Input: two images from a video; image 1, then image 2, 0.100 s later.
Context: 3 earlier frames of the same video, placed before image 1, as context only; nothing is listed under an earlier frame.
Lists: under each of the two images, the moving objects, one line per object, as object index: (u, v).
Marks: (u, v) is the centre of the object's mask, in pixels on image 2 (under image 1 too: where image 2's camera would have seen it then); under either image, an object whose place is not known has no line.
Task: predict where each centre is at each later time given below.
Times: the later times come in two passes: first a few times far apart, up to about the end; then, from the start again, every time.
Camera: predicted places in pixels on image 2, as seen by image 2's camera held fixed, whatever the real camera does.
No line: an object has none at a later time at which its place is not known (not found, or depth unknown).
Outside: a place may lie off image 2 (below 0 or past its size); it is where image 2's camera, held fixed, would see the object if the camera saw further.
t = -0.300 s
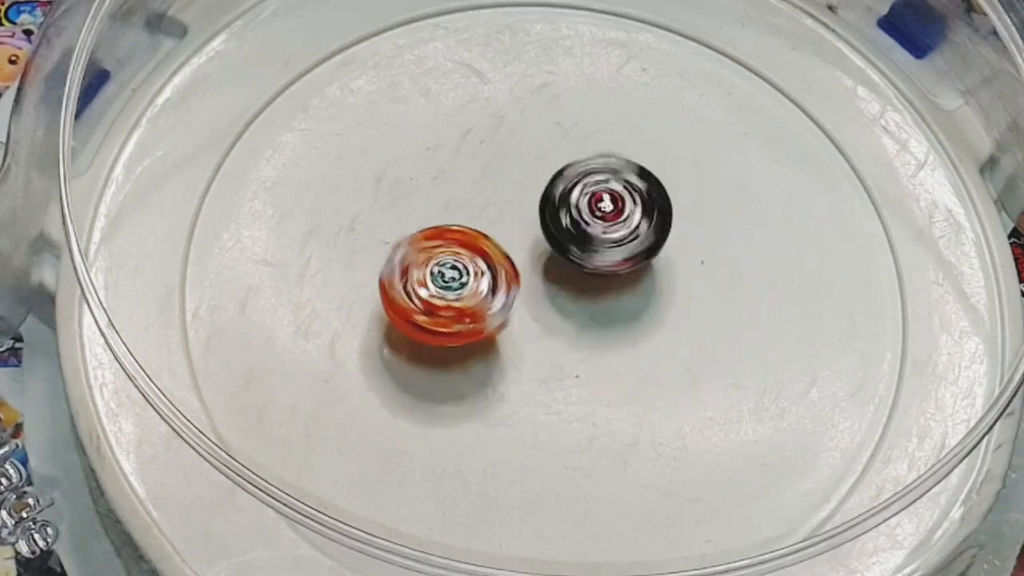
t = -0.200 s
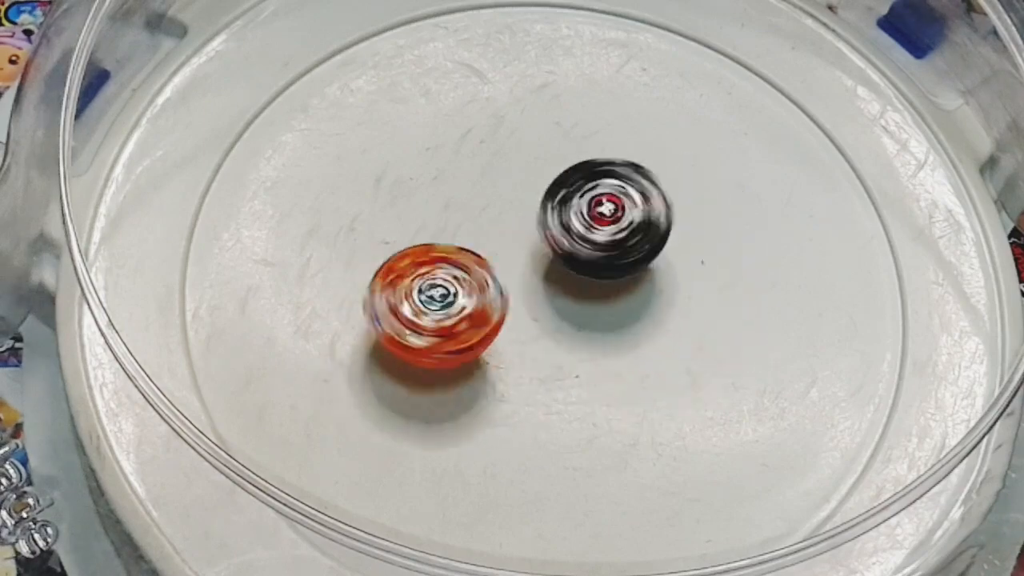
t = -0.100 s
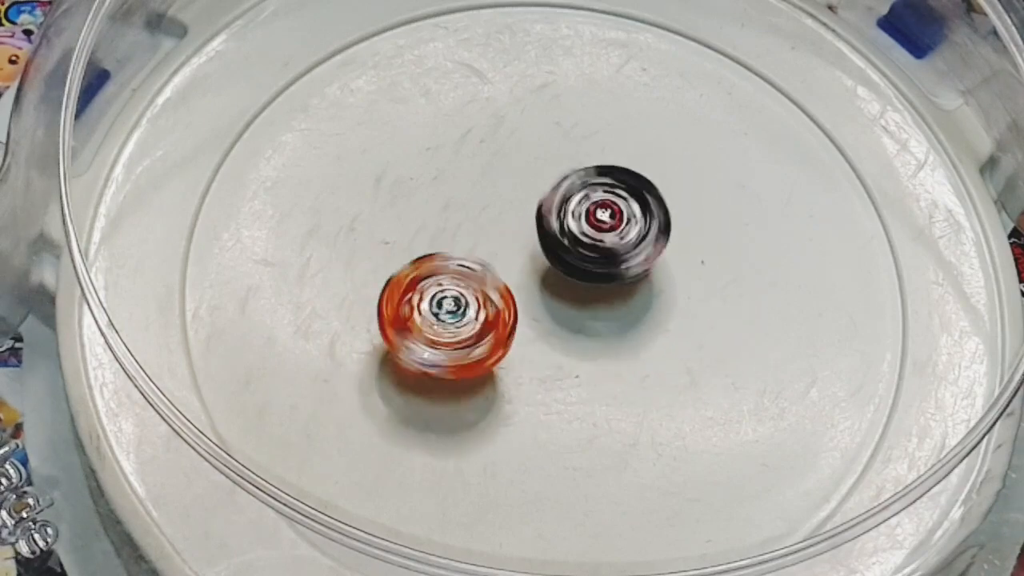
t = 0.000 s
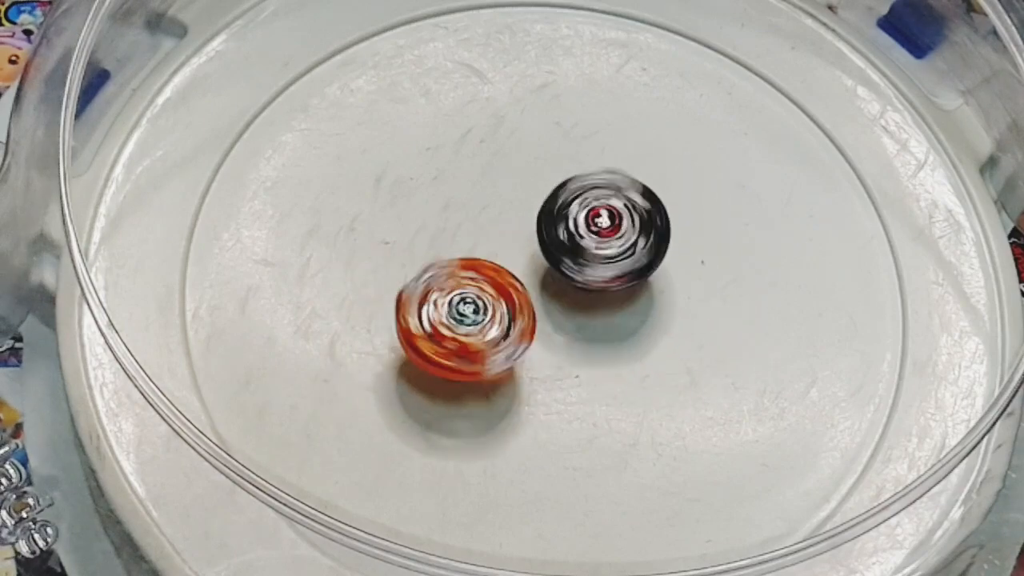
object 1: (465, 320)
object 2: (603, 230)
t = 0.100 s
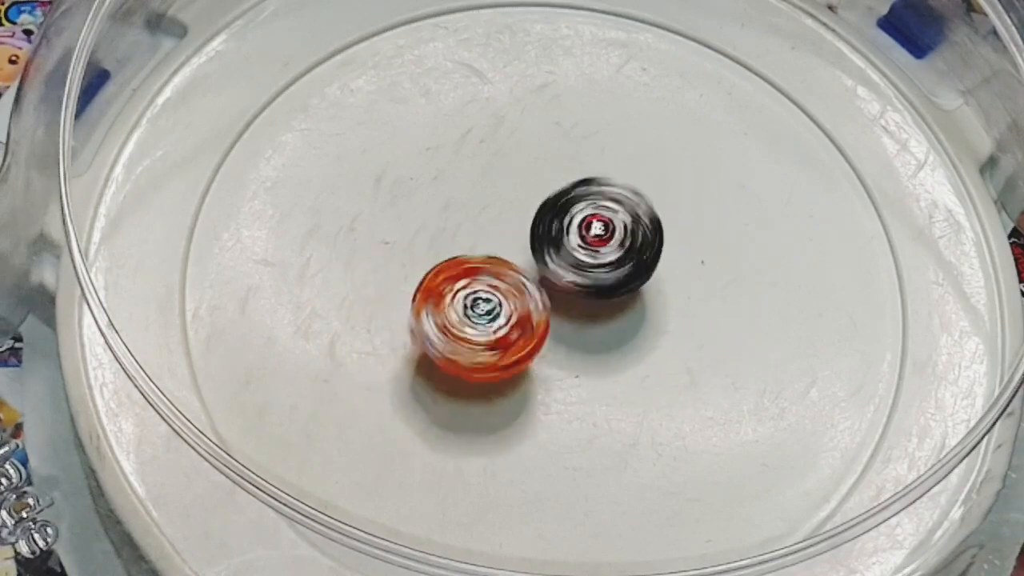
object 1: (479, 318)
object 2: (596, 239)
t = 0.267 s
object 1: (471, 319)
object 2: (643, 240)
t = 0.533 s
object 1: (485, 309)
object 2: (597, 224)
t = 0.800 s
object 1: (470, 295)
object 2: (603, 243)
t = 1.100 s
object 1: (413, 272)
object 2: (676, 222)
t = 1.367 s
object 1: (433, 301)
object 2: (679, 190)
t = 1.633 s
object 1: (438, 283)
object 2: (616, 216)
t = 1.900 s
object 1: (433, 218)
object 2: (678, 283)
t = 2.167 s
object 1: (442, 224)
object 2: (658, 267)
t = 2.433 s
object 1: (445, 224)
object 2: (657, 263)
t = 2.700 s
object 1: (444, 226)
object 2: (656, 264)
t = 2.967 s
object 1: (445, 225)
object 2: (655, 260)
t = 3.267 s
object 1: (447, 227)
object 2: (654, 260)
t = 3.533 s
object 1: (446, 226)
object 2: (654, 256)
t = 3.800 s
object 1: (450, 226)
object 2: (653, 257)
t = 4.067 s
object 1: (449, 228)
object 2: (654, 253)
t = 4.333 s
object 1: (450, 226)
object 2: (654, 254)
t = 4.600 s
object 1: (453, 229)
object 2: (656, 251)
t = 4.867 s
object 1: (452, 229)
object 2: (655, 253)
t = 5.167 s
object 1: (456, 229)
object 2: (658, 251)
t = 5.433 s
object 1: (456, 230)
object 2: (654, 254)
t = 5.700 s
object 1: (458, 228)
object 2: (655, 253)
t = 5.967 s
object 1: (460, 231)
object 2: (651, 254)
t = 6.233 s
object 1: (460, 230)
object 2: (652, 255)
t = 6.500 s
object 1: (464, 231)
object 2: (647, 256)
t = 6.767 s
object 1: (463, 232)
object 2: (648, 257)
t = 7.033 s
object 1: (465, 230)
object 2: (643, 259)
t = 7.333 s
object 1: (467, 233)
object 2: (645, 261)
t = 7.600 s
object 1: (468, 232)
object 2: (640, 261)
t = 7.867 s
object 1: (472, 232)
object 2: (641, 263)
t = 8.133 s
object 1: (472, 233)
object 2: (636, 263)
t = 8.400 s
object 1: (461, 212)
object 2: (649, 287)
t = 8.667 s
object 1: (350, 144)
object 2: (616, 472)
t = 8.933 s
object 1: (439, 150)
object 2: (415, 368)
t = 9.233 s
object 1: (522, 114)
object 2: (498, 275)
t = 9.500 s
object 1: (614, 128)
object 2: (527, 364)
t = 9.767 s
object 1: (699, 246)
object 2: (568, 326)
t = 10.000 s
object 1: (707, 300)
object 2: (467, 310)
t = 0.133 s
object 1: (485, 315)
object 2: (599, 244)
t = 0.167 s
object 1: (479, 317)
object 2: (608, 241)
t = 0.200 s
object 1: (472, 318)
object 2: (625, 242)
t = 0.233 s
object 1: (471, 319)
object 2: (635, 239)
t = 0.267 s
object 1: (471, 319)
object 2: (643, 240)
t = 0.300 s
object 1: (473, 320)
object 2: (642, 240)
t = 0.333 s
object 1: (475, 319)
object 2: (639, 243)
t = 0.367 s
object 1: (477, 318)
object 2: (629, 242)
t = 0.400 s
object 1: (480, 317)
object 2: (620, 243)
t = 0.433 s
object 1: (484, 316)
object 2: (607, 241)
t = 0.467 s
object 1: (487, 313)
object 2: (599, 237)
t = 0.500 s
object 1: (487, 311)
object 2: (595, 231)
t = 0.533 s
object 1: (485, 309)
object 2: (597, 224)
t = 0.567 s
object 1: (484, 305)
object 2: (601, 222)
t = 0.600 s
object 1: (484, 302)
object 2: (598, 230)
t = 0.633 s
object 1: (479, 301)
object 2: (599, 237)
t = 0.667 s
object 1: (472, 303)
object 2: (606, 243)
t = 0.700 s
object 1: (470, 302)
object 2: (607, 243)
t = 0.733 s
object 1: (470, 300)
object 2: (610, 244)
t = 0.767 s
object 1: (469, 298)
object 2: (607, 246)
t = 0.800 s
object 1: (470, 295)
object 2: (603, 243)
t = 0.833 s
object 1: (470, 294)
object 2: (603, 241)
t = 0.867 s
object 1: (473, 293)
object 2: (599, 239)
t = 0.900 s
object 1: (474, 290)
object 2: (598, 235)
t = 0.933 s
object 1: (474, 287)
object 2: (604, 231)
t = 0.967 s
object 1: (474, 284)
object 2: (603, 231)
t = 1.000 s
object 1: (475, 280)
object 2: (604, 228)
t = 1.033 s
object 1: (478, 279)
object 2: (607, 228)
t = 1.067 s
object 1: (447, 274)
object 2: (640, 227)
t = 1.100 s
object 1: (413, 272)
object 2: (676, 222)
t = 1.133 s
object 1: (394, 270)
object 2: (701, 220)
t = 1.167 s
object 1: (385, 267)
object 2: (717, 218)
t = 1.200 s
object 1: (382, 267)
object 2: (721, 214)
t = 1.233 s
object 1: (390, 271)
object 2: (719, 211)
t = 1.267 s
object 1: (402, 276)
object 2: (712, 207)
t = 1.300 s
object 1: (410, 283)
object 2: (700, 199)
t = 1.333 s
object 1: (422, 292)
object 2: (689, 192)
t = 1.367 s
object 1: (433, 301)
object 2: (679, 190)
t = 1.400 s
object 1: (436, 306)
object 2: (666, 192)
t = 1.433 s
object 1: (439, 314)
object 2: (654, 193)
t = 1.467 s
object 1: (441, 315)
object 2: (642, 194)
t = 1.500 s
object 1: (436, 312)
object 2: (633, 196)
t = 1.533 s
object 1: (434, 309)
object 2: (627, 199)
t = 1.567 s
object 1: (435, 304)
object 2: (622, 204)
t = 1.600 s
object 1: (432, 293)
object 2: (618, 210)
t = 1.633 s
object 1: (438, 283)
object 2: (616, 216)
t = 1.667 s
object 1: (451, 267)
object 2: (615, 220)
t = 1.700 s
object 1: (461, 256)
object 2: (613, 229)
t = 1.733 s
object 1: (469, 243)
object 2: (617, 243)
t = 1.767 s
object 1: (447, 228)
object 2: (644, 255)
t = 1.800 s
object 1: (435, 222)
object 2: (663, 267)
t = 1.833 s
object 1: (433, 218)
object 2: (673, 276)
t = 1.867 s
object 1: (431, 216)
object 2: (678, 281)
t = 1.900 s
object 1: (433, 218)
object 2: (678, 283)
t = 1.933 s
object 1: (435, 217)
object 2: (676, 282)
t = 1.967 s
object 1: (435, 221)
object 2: (672, 280)
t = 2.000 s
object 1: (440, 222)
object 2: (667, 275)
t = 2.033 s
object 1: (441, 223)
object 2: (662, 270)
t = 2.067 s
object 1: (443, 224)
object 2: (661, 266)
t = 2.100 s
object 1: (442, 225)
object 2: (660, 266)
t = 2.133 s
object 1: (442, 225)
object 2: (659, 267)
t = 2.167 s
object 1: (442, 224)
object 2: (658, 267)
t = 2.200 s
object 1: (442, 224)
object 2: (658, 266)
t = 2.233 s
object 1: (442, 224)
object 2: (657, 266)
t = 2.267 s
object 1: (443, 224)
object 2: (657, 265)
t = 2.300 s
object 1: (443, 223)
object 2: (656, 264)
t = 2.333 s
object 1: (443, 223)
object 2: (656, 264)
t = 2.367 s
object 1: (444, 223)
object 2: (656, 264)
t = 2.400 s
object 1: (444, 223)
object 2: (656, 263)
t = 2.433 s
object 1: (445, 224)
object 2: (657, 263)
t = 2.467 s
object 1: (445, 224)
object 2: (657, 262)
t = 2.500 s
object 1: (445, 225)
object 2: (658, 262)
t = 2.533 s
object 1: (445, 225)
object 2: (658, 262)
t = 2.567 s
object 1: (445, 225)
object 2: (659, 263)
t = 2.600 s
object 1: (445, 226)
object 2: (658, 263)
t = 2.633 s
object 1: (445, 226)
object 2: (658, 264)
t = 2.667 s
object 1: (445, 225)
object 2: (657, 264)
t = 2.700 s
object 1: (444, 226)
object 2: (656, 264)
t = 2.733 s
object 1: (445, 226)
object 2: (656, 263)
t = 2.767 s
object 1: (444, 226)
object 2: (655, 263)
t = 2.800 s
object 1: (444, 226)
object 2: (655, 262)
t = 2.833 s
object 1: (444, 225)
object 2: (654, 262)
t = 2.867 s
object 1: (444, 225)
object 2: (654, 261)
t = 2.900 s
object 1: (444, 225)
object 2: (654, 261)
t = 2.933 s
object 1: (445, 224)
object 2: (655, 260)
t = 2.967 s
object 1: (445, 225)
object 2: (655, 260)
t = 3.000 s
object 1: (445, 224)
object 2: (655, 260)
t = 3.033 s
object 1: (446, 224)
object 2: (656, 259)
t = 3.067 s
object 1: (447, 224)
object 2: (657, 260)
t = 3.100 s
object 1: (447, 225)
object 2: (657, 260)
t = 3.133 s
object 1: (448, 225)
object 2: (657, 260)
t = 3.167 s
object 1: (448, 225)
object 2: (656, 261)
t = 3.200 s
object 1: (447, 226)
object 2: (655, 261)
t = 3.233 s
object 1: (447, 226)
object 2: (654, 261)
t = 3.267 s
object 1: (447, 227)
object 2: (654, 260)
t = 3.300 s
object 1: (447, 227)
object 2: (654, 260)
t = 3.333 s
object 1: (447, 226)
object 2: (653, 259)
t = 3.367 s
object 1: (447, 226)
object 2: (653, 258)
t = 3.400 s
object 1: (447, 226)
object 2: (653, 258)
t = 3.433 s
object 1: (447, 226)
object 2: (653, 258)
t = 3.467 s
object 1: (446, 226)
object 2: (654, 257)
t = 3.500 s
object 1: (446, 226)
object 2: (654, 257)
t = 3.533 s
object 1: (446, 226)
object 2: (654, 256)
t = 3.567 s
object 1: (446, 225)
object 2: (656, 257)
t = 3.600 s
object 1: (447, 225)
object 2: (656, 257)
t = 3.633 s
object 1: (447, 225)
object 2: (656, 257)
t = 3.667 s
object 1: (448, 225)
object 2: (656, 258)
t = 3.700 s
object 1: (448, 225)
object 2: (655, 258)
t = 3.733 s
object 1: (449, 225)
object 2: (655, 258)
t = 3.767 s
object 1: (449, 225)
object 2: (654, 258)
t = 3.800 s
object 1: (450, 226)
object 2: (653, 257)
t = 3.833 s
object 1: (450, 227)
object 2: (653, 256)
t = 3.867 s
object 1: (450, 227)
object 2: (653, 256)
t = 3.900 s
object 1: (450, 227)
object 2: (653, 255)
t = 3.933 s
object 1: (450, 228)
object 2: (653, 255)
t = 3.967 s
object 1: (450, 228)
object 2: (653, 255)
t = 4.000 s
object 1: (449, 228)
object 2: (654, 254)
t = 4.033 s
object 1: (449, 228)
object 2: (654, 254)
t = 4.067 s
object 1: (449, 228)
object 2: (654, 253)
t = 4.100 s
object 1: (449, 227)
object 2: (656, 254)
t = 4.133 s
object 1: (449, 228)
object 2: (656, 254)
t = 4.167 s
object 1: (449, 228)
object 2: (656, 255)
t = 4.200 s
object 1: (448, 227)
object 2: (656, 255)
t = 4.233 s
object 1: (449, 227)
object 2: (655, 255)
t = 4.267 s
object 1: (450, 227)
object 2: (655, 255)
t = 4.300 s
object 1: (450, 227)
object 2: (655, 255)
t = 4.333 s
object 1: (450, 226)
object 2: (654, 254)
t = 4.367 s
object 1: (451, 226)
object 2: (654, 254)
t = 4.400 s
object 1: (452, 226)
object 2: (654, 254)
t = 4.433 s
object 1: (452, 227)
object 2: (654, 253)
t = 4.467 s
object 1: (453, 227)
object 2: (654, 253)
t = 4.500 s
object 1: (453, 228)
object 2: (654, 252)
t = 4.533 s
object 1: (452, 228)
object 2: (655, 252)
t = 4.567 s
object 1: (452, 229)
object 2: (655, 252)
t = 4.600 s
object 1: (453, 229)
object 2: (656, 251)
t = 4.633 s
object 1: (453, 229)
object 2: (657, 252)
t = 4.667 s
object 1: (452, 229)
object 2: (657, 252)
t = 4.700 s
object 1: (452, 229)
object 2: (657, 253)
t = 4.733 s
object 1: (452, 229)
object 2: (657, 254)
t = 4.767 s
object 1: (452, 229)
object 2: (656, 254)
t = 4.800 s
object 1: (452, 229)
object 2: (656, 254)
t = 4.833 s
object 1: (452, 229)
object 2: (655, 254)
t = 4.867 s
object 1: (452, 229)
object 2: (655, 253)
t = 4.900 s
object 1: (452, 228)
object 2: (655, 253)
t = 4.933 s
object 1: (453, 228)
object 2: (655, 252)
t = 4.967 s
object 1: (453, 228)
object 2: (655, 252)
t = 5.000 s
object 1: (454, 228)
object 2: (655, 252)
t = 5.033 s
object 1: (454, 227)
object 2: (655, 252)
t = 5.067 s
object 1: (455, 227)
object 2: (656, 252)
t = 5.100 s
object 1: (456, 228)
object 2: (656, 251)
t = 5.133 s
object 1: (456, 228)
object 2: (657, 251)
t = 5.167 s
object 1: (456, 229)
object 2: (658, 251)
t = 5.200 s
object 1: (456, 229)
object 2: (658, 252)
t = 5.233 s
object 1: (456, 230)
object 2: (658, 253)
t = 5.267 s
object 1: (456, 230)
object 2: (657, 254)
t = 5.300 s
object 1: (456, 230)
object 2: (656, 255)
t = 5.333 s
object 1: (456, 230)
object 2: (655, 255)
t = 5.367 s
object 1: (456, 230)
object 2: (655, 255)
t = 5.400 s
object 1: (456, 230)
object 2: (654, 254)
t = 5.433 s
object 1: (456, 230)
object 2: (654, 254)
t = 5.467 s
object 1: (456, 230)
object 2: (654, 253)
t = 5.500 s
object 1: (456, 230)
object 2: (654, 253)
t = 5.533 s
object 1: (456, 230)
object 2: (654, 253)
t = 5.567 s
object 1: (456, 229)
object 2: (654, 252)
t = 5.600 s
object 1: (457, 229)
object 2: (654, 252)
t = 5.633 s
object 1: (457, 229)
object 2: (654, 252)
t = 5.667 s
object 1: (458, 229)
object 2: (655, 252)
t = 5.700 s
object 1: (458, 228)
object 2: (655, 253)
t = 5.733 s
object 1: (459, 228)
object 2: (656, 253)
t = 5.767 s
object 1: (460, 228)
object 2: (655, 254)
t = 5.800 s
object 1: (460, 229)
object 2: (654, 255)
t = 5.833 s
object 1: (460, 230)
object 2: (653, 255)
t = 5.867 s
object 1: (460, 230)
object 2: (652, 255)
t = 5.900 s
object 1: (460, 231)
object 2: (652, 255)
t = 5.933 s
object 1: (460, 231)
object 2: (651, 255)
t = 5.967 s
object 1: (460, 231)
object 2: (651, 254)
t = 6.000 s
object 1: (460, 231)
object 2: (650, 254)
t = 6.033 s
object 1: (460, 231)
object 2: (650, 254)
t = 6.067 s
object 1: (460, 231)
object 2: (650, 254)
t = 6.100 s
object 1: (460, 231)
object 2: (650, 253)
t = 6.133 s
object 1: (460, 231)
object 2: (651, 254)
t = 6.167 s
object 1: (460, 231)
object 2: (651, 253)
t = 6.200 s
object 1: (460, 231)
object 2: (651, 254)
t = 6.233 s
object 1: (460, 230)
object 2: (652, 255)
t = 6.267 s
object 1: (460, 230)
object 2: (651, 255)
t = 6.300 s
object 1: (461, 230)
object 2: (651, 256)
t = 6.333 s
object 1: (461, 230)
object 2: (650, 257)
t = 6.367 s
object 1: (462, 229)
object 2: (649, 257)
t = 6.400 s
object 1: (462, 229)
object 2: (648, 257)
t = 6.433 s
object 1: (463, 229)
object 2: (647, 257)
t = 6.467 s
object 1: (463, 230)
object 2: (647, 256)
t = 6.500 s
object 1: (464, 231)
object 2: (647, 256)
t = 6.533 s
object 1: (464, 231)
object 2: (647, 256)
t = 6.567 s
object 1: (464, 232)
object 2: (646, 256)
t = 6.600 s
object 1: (464, 232)
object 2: (646, 256)
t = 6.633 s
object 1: (464, 232)
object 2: (647, 256)
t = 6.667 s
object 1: (464, 232)
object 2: (647, 256)
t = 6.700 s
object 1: (463, 232)
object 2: (647, 256)
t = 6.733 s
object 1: (463, 232)
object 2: (648, 257)
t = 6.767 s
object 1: (463, 232)
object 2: (648, 257)
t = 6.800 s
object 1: (463, 232)
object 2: (648, 258)
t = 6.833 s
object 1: (463, 231)
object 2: (647, 259)
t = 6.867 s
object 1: (463, 232)
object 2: (646, 259)
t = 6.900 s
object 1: (463, 231)
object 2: (645, 260)
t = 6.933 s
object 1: (464, 231)
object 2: (645, 259)
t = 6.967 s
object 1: (464, 231)
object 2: (644, 259)
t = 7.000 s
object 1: (465, 231)
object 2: (644, 259)
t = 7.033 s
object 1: (465, 230)
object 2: (643, 259)
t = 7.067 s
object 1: (466, 230)
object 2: (643, 258)
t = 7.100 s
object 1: (467, 230)
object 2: (643, 259)
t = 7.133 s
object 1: (467, 230)
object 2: (643, 259)
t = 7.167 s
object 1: (467, 231)
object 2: (643, 259)
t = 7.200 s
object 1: (467, 232)
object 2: (644, 258)
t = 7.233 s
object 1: (467, 233)
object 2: (644, 258)
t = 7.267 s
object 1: (468, 233)
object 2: (645, 259)
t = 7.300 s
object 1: (468, 233)
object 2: (645, 260)
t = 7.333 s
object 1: (467, 233)
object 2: (645, 261)
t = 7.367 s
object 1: (468, 233)
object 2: (644, 261)
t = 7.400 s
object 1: (468, 232)
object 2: (643, 262)
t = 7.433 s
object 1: (467, 232)
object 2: (642, 262)
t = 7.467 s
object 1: (467, 233)
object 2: (641, 262)
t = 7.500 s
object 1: (467, 233)
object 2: (641, 262)
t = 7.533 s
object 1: (467, 232)
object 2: (641, 261)
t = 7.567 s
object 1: (467, 232)
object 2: (640, 261)
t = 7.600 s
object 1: (468, 232)
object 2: (640, 261)
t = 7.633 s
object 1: (468, 231)
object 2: (639, 261)
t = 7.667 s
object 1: (469, 231)
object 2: (640, 261)
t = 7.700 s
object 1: (469, 231)
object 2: (640, 261)
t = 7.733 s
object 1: (470, 230)
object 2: (640, 261)
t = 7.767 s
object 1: (471, 231)
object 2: (640, 260)
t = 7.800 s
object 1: (471, 231)
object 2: (641, 261)
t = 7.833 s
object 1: (472, 232)
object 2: (641, 262)
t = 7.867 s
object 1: (472, 232)
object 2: (641, 263)
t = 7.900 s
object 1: (471, 233)
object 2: (640, 263)
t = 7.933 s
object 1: (472, 233)
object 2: (639, 264)
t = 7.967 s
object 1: (472, 234)
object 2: (638, 264)
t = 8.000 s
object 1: (472, 234)
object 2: (638, 264)
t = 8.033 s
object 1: (472, 233)
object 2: (637, 263)
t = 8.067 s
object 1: (472, 233)
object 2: (637, 263)
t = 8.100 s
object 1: (472, 233)
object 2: (636, 263)
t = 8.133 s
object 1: (472, 233)
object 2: (636, 263)
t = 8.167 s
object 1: (471, 234)
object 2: (636, 263)
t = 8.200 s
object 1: (472, 233)
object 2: (636, 263)
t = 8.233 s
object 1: (471, 233)
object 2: (636, 263)
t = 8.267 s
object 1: (472, 233)
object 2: (637, 263)
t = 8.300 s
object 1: (473, 232)
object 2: (637, 263)
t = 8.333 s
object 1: (478, 233)
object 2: (630, 267)
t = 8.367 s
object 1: (485, 237)
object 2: (623, 271)
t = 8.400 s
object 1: (461, 212)
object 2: (649, 287)
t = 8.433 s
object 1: (413, 174)
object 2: (702, 306)
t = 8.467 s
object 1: (382, 142)
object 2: (748, 328)
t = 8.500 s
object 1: (360, 122)
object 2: (787, 376)
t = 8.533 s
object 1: (350, 110)
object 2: (801, 411)
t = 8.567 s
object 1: (348, 113)
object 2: (764, 399)
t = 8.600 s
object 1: (346, 118)
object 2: (718, 411)
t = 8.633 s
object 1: (349, 130)
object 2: (670, 437)
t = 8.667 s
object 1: (350, 144)
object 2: (616, 472)
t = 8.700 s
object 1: (357, 157)
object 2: (556, 514)
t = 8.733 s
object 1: (363, 174)
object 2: (525, 486)
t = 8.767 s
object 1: (371, 186)
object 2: (498, 449)
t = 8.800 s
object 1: (384, 202)
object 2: (460, 426)
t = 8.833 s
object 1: (392, 214)
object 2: (435, 413)
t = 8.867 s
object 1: (405, 219)
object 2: (430, 362)
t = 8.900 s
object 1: (419, 191)
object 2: (418, 371)
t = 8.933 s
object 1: (439, 150)
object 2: (415, 368)
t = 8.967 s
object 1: (458, 123)
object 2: (416, 390)
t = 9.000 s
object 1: (474, 105)
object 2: (426, 384)
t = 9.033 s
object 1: (486, 98)
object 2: (434, 384)
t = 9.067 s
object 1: (495, 96)
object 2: (451, 369)
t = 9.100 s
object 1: (502, 98)
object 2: (459, 356)
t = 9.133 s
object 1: (506, 99)
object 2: (474, 335)
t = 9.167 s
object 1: (511, 103)
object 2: (481, 317)
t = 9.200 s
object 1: (517, 107)
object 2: (491, 292)
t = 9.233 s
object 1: (522, 114)
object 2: (498, 275)
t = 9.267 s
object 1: (528, 119)
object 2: (503, 254)
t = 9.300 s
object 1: (538, 121)
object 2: (511, 242)
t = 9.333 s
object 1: (557, 103)
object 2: (501, 258)
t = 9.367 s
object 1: (573, 100)
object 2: (500, 278)
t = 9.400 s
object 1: (583, 103)
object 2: (502, 301)
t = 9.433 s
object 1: (592, 109)
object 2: (500, 330)
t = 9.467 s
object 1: (603, 118)
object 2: (507, 347)
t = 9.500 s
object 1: (614, 128)
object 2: (527, 364)
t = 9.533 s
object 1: (624, 141)
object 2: (541, 381)
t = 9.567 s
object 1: (632, 154)
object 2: (555, 386)
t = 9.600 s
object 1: (644, 167)
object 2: (571, 380)
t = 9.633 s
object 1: (654, 183)
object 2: (589, 374)
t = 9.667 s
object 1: (664, 201)
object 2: (599, 364)
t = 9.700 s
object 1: (673, 217)
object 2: (600, 349)
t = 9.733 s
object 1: (681, 239)
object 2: (593, 333)
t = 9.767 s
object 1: (699, 246)
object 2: (568, 326)
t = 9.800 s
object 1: (711, 253)
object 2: (542, 322)
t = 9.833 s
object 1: (718, 262)
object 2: (517, 320)
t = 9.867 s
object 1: (721, 270)
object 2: (497, 318)
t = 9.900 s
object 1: (720, 278)
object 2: (482, 318)
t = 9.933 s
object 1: (718, 286)
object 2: (471, 318)
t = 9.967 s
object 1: (712, 295)
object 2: (468, 316)
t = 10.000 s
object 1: (707, 300)
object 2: (467, 310)
